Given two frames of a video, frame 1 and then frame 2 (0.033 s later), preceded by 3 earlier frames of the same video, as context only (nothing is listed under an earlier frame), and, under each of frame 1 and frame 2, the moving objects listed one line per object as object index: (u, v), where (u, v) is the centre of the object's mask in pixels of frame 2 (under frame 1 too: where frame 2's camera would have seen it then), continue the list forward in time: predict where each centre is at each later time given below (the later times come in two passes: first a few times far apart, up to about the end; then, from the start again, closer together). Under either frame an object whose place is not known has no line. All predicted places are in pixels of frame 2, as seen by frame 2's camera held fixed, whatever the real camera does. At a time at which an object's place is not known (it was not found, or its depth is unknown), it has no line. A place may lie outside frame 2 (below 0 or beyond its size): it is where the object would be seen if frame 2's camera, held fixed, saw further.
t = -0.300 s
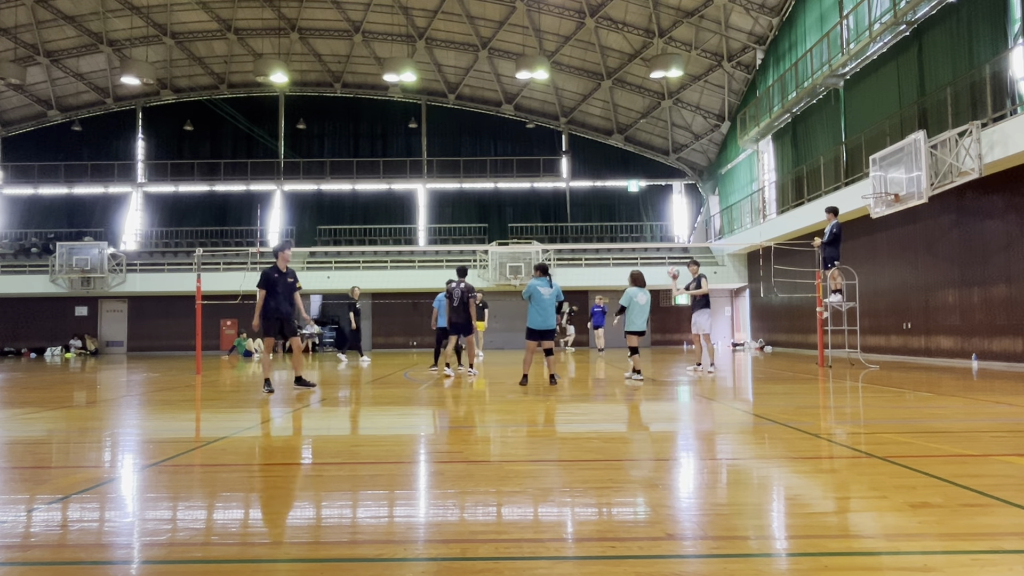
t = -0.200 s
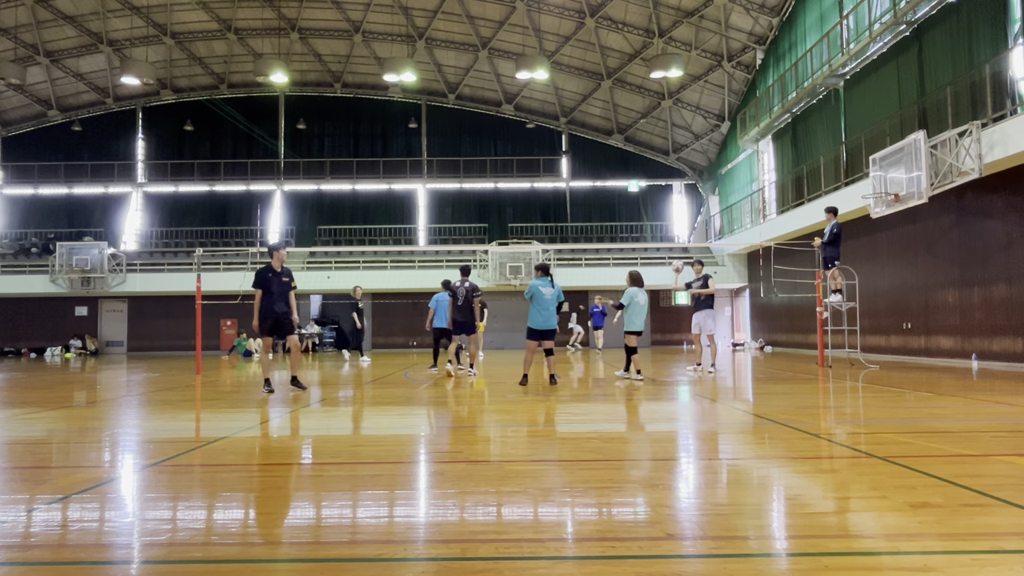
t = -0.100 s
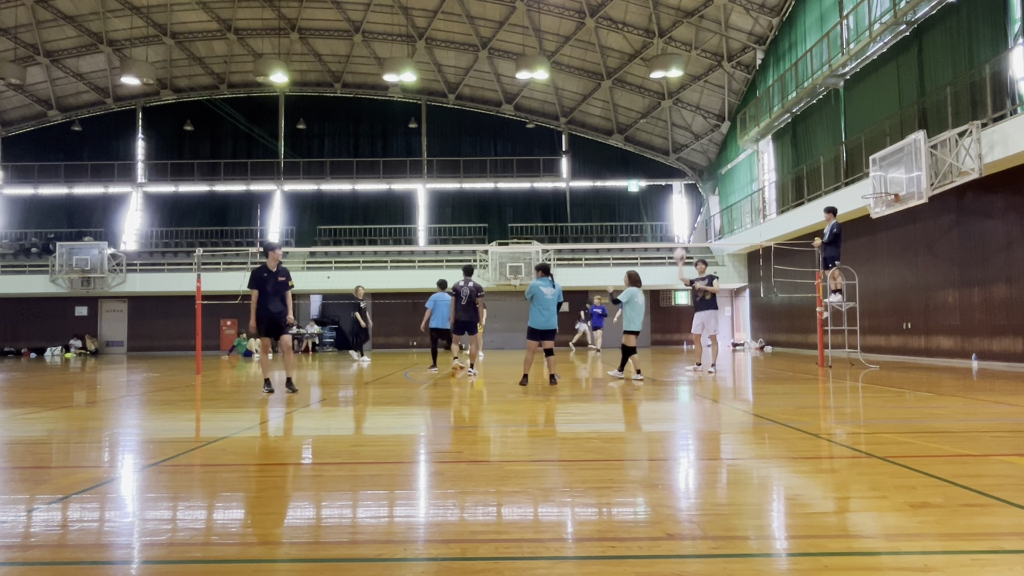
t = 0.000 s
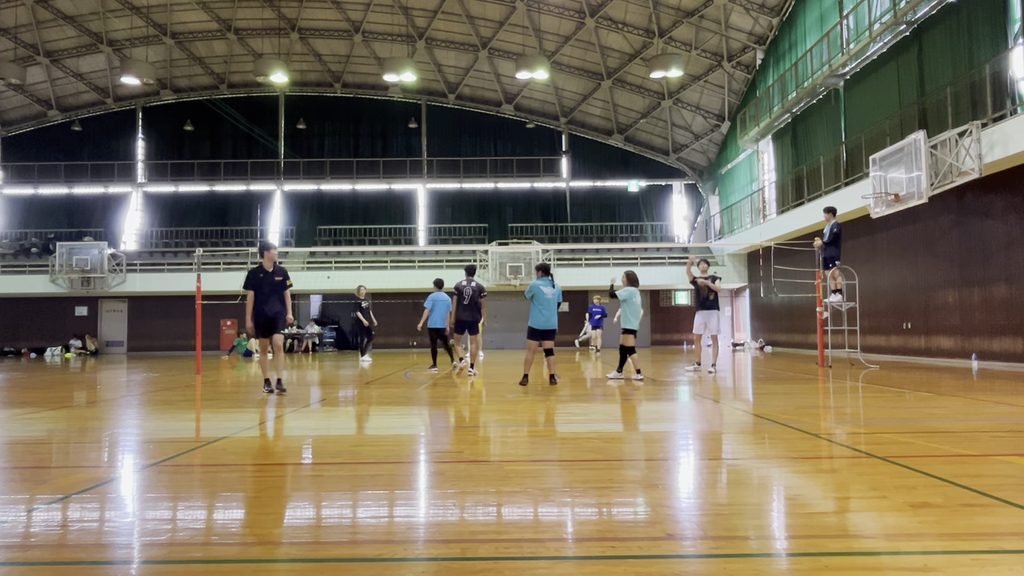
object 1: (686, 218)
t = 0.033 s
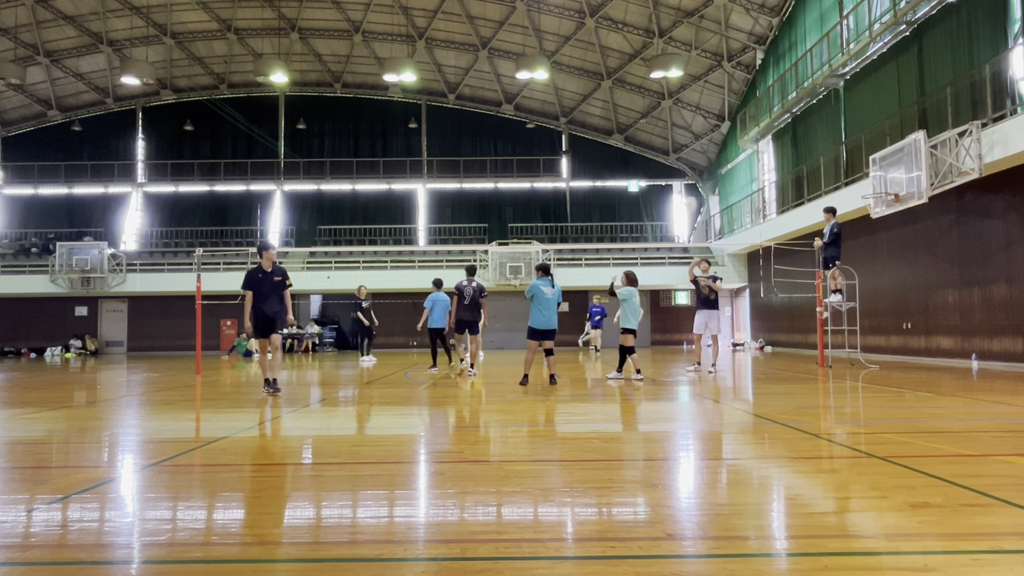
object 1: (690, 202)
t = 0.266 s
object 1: (715, 123)
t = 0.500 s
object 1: (751, 60)
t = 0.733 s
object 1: (798, 29)
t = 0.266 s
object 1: (715, 123)
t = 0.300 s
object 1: (719, 114)
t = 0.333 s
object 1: (724, 103)
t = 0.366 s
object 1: (728, 93)
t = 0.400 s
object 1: (733, 85)
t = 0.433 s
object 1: (738, 76)
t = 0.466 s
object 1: (743, 68)
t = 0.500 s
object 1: (751, 60)
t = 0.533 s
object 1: (755, 53)
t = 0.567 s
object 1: (761, 48)
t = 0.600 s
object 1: (768, 43)
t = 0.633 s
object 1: (775, 38)
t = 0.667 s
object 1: (782, 34)
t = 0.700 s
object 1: (790, 31)
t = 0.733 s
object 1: (798, 29)
